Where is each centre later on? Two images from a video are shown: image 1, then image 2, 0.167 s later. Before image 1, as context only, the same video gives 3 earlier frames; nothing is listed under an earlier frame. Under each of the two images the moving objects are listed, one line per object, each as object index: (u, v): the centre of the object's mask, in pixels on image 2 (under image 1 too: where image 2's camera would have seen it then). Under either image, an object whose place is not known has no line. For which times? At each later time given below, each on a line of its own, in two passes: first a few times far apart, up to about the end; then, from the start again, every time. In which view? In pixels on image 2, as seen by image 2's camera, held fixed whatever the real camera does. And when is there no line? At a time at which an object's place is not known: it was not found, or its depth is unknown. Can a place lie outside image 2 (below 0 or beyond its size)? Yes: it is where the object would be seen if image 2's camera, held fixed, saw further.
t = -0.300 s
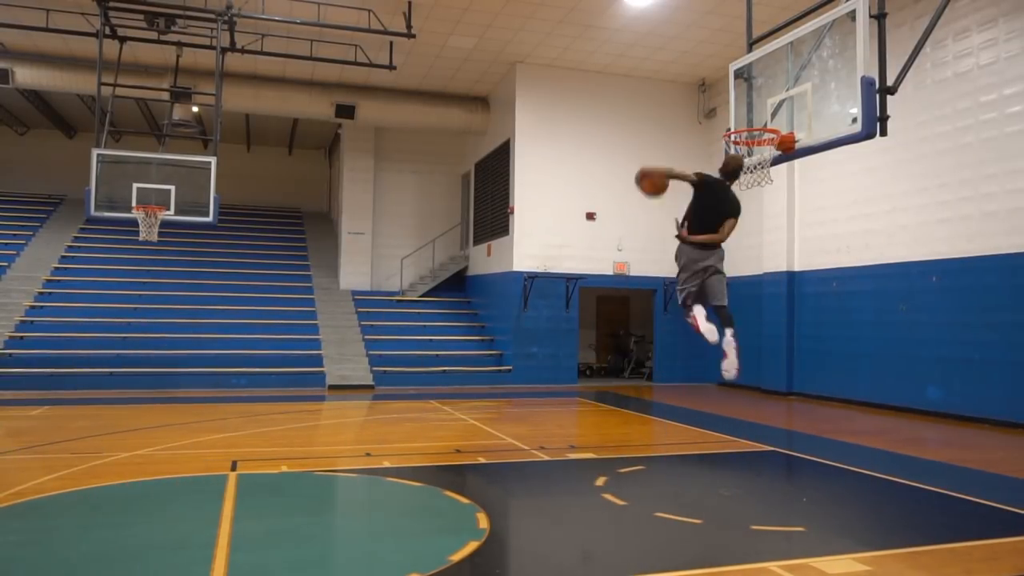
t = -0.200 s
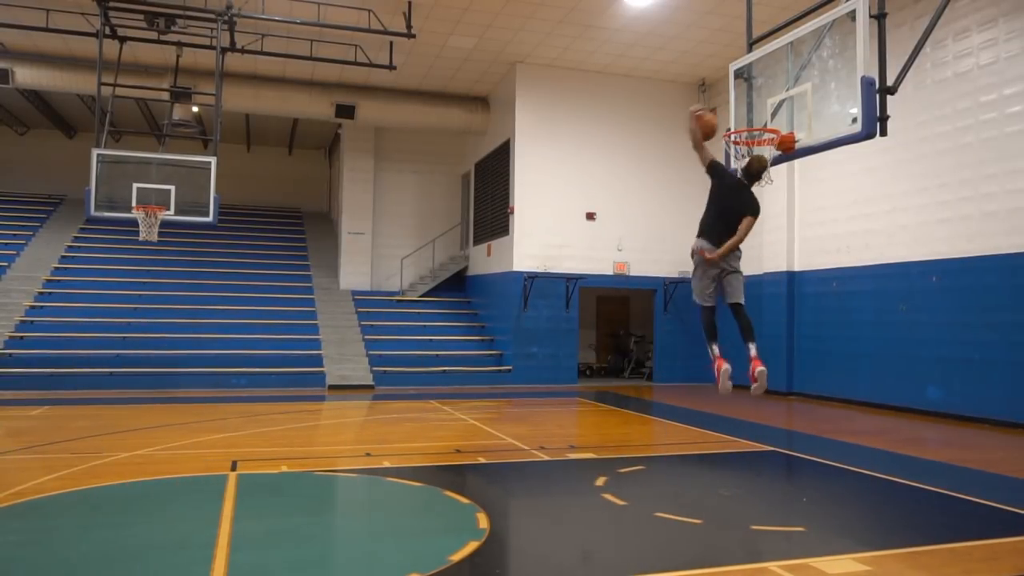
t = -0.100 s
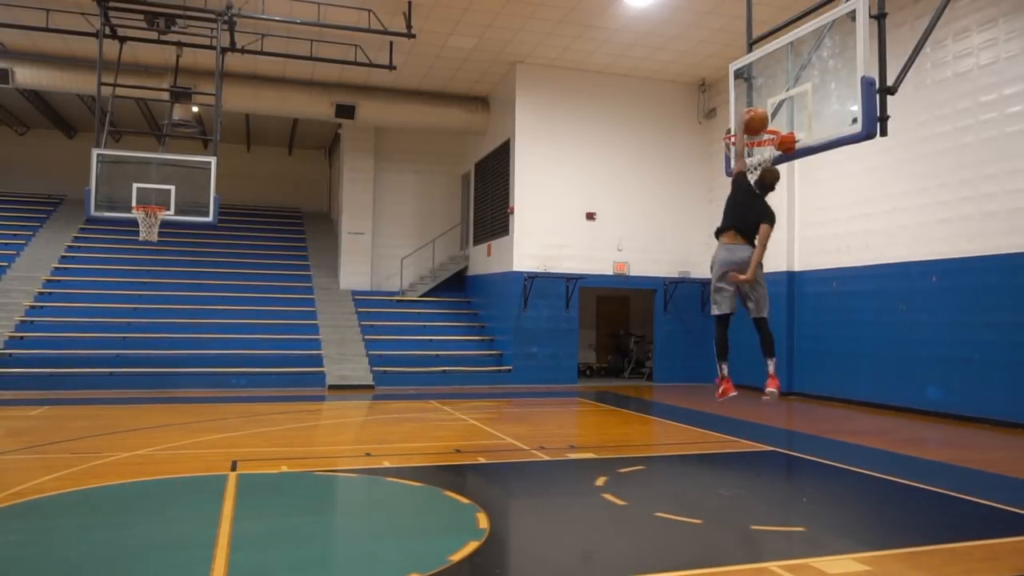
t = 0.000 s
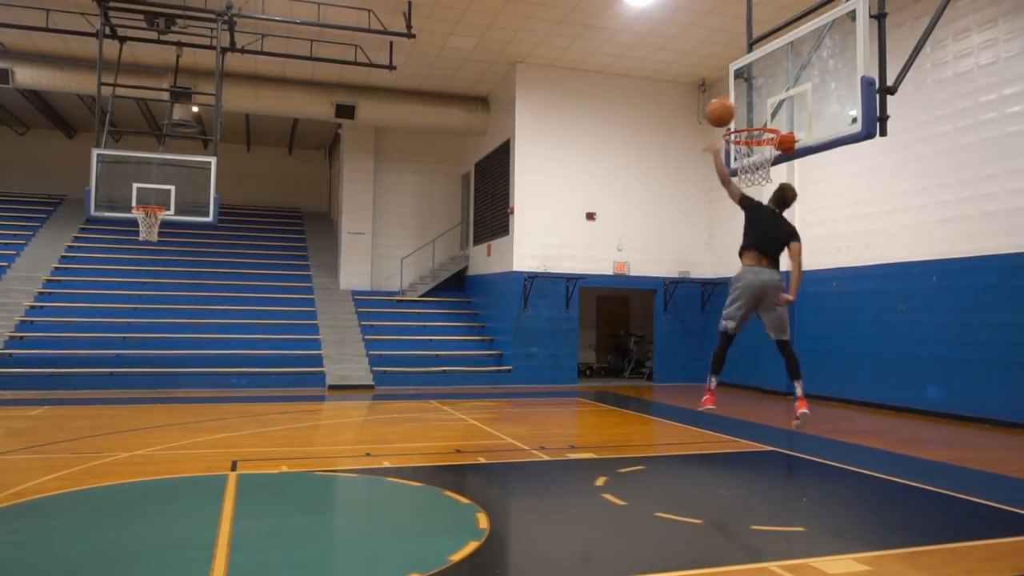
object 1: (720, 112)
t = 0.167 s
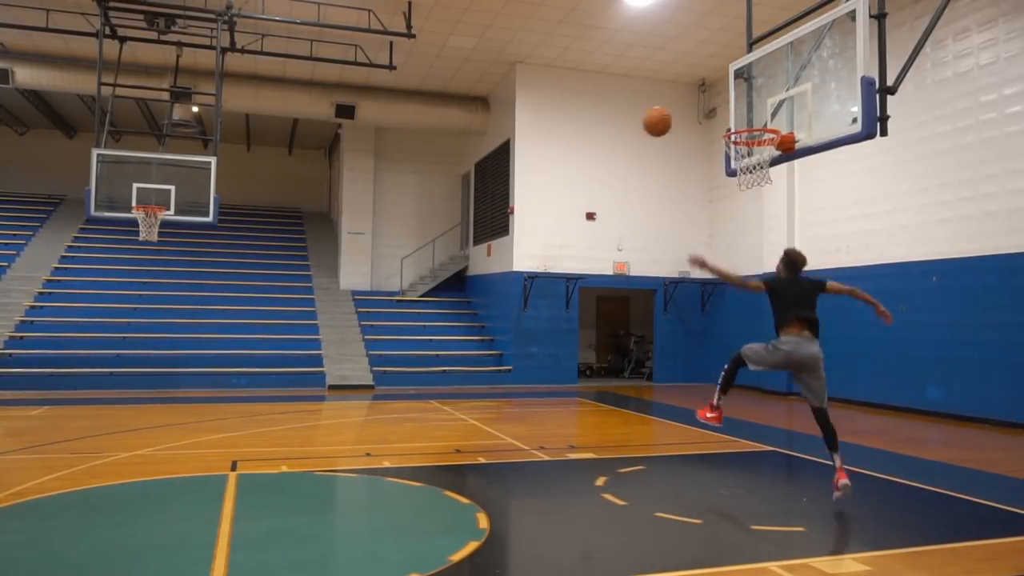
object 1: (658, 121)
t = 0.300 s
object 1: (607, 152)
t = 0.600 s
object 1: (494, 298)
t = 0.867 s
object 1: (395, 458)
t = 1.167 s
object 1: (274, 314)
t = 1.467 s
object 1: (149, 281)
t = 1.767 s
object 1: (18, 362)
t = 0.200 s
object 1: (645, 127)
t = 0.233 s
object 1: (633, 134)
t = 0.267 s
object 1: (620, 142)
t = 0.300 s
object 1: (607, 152)
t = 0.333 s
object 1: (594, 163)
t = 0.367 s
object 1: (582, 175)
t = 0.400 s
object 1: (569, 188)
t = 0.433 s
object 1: (557, 203)
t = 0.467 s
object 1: (544, 220)
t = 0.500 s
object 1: (531, 238)
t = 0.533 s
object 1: (519, 257)
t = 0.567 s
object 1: (506, 278)
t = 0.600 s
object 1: (494, 298)
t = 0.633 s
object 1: (482, 322)
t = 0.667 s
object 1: (469, 347)
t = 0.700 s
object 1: (457, 374)
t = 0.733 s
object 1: (445, 400)
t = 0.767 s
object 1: (433, 431)
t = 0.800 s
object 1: (421, 461)
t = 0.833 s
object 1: (408, 481)
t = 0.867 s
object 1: (395, 458)
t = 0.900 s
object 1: (382, 439)
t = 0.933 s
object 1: (369, 417)
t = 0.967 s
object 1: (355, 398)
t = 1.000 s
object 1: (342, 381)
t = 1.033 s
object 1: (329, 364)
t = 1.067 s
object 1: (315, 349)
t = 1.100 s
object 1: (302, 336)
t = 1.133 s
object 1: (288, 324)
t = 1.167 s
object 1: (274, 314)
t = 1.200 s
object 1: (261, 305)
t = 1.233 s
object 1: (247, 297)
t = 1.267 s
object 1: (233, 291)
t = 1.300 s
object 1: (220, 285)
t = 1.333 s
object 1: (206, 282)
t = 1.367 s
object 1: (192, 279)
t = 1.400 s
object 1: (177, 278)
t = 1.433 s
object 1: (163, 278)
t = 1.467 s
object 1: (149, 281)
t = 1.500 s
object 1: (135, 284)
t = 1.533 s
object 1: (121, 289)
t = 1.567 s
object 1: (106, 295)
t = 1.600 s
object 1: (92, 302)
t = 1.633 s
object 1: (77, 311)
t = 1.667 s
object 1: (63, 322)
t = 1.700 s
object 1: (48, 333)
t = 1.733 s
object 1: (33, 346)
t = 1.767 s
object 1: (18, 362)
